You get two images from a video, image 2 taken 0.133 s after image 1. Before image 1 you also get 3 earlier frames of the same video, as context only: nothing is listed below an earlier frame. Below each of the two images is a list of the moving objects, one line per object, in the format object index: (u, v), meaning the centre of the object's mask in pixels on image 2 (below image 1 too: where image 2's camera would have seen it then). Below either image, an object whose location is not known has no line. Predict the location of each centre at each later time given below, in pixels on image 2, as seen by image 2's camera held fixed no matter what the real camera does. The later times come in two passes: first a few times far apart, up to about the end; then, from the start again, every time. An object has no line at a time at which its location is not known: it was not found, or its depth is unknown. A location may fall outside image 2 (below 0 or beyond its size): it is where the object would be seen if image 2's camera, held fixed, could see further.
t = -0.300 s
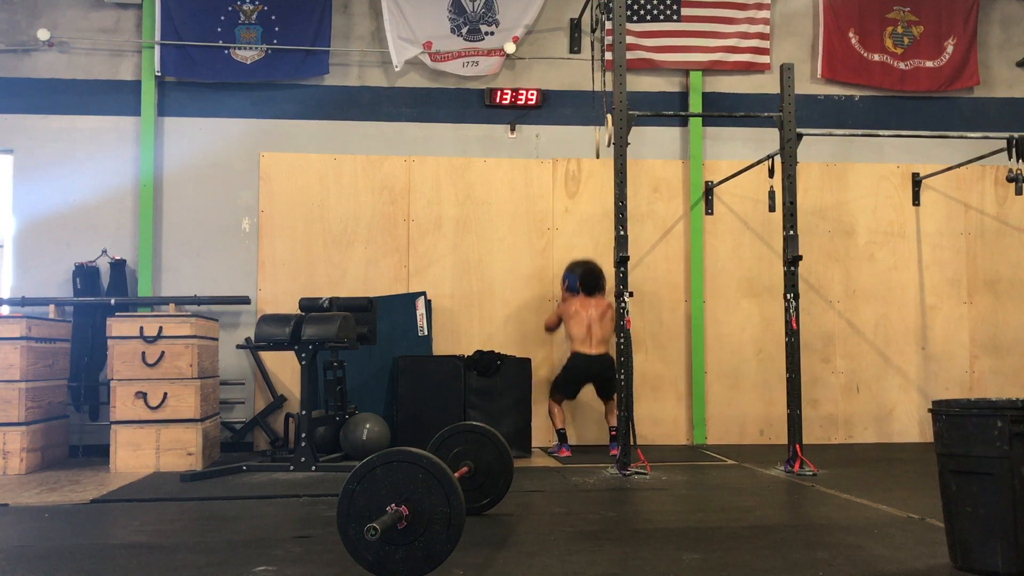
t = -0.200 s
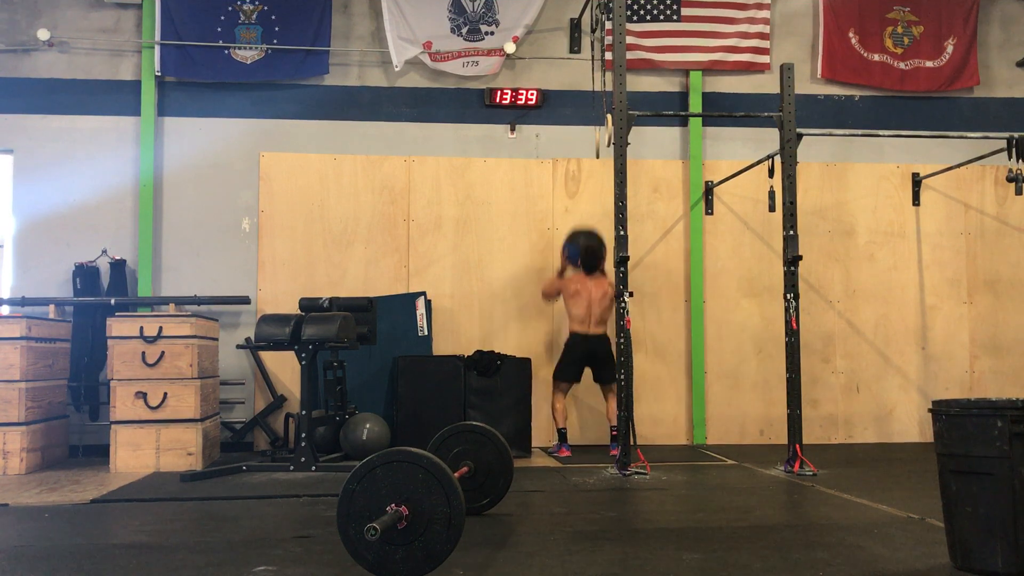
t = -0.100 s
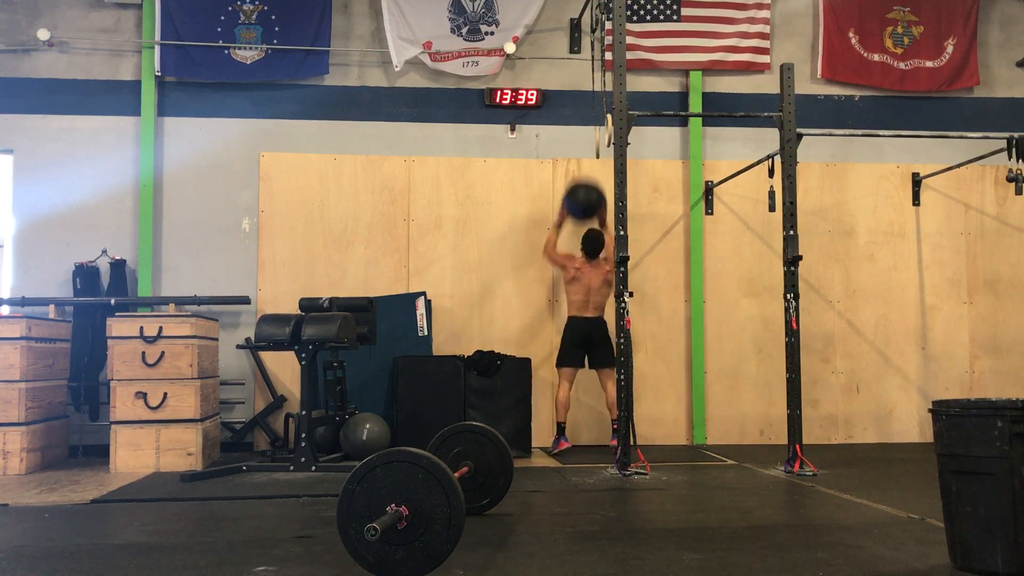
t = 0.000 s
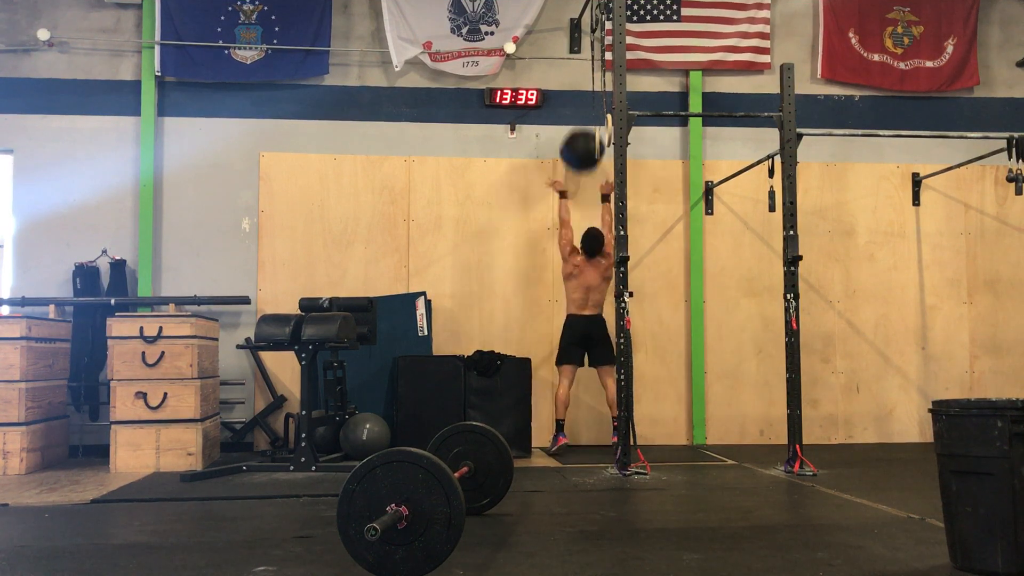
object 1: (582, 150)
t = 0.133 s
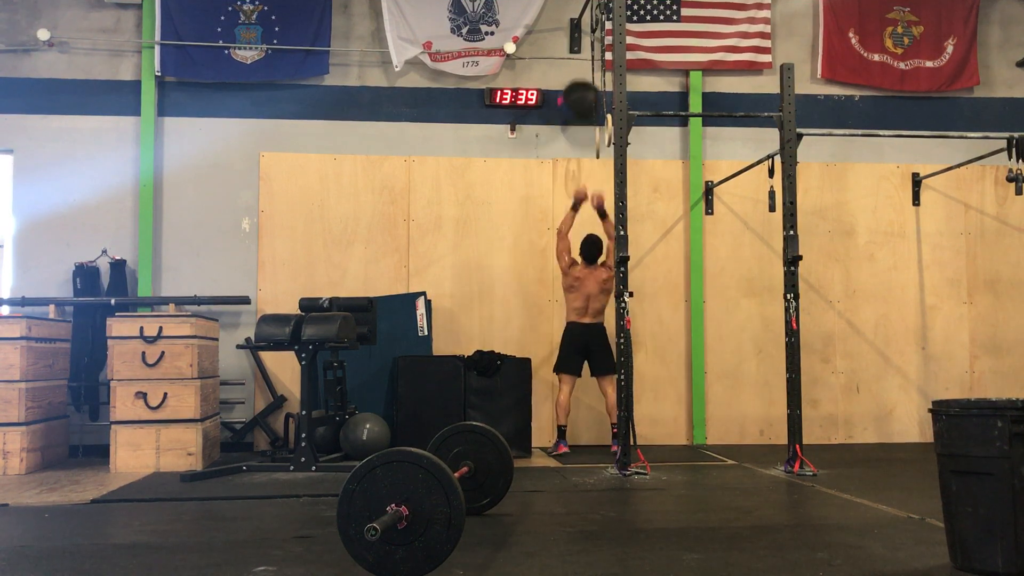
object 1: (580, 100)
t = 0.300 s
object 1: (577, 73)
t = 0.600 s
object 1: (577, 93)
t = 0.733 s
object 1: (577, 131)
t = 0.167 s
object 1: (578, 94)
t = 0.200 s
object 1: (578, 87)
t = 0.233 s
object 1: (578, 81)
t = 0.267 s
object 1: (577, 77)
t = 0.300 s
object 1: (577, 73)
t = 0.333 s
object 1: (577, 70)
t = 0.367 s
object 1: (577, 69)
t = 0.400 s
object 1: (577, 70)
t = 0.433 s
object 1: (577, 71)
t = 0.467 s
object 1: (577, 72)
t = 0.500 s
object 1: (577, 75)
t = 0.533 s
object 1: (577, 80)
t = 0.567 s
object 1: (577, 86)
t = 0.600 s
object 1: (577, 93)
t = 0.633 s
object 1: (576, 101)
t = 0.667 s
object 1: (576, 109)
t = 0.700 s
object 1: (577, 119)
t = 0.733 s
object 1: (577, 131)
